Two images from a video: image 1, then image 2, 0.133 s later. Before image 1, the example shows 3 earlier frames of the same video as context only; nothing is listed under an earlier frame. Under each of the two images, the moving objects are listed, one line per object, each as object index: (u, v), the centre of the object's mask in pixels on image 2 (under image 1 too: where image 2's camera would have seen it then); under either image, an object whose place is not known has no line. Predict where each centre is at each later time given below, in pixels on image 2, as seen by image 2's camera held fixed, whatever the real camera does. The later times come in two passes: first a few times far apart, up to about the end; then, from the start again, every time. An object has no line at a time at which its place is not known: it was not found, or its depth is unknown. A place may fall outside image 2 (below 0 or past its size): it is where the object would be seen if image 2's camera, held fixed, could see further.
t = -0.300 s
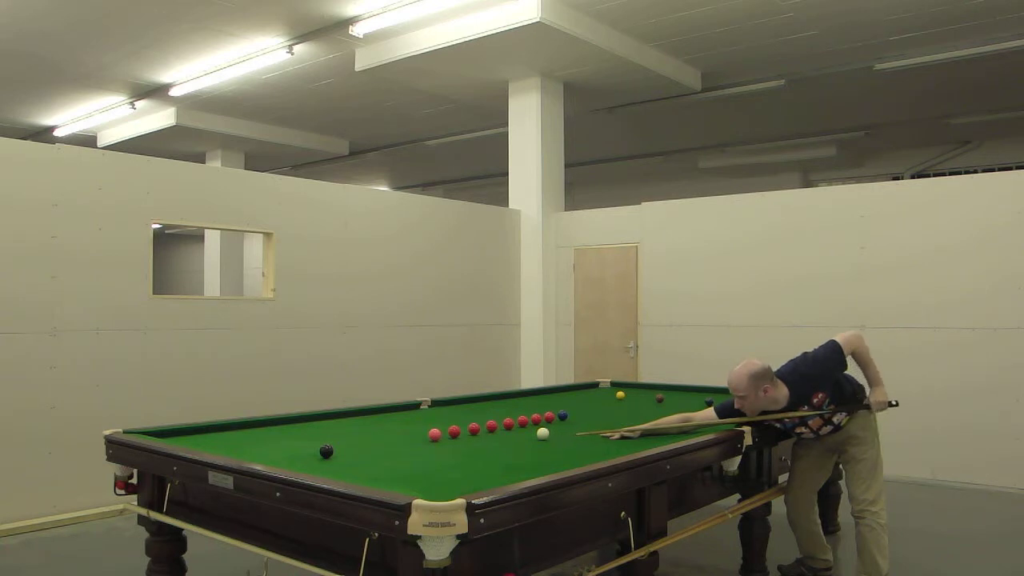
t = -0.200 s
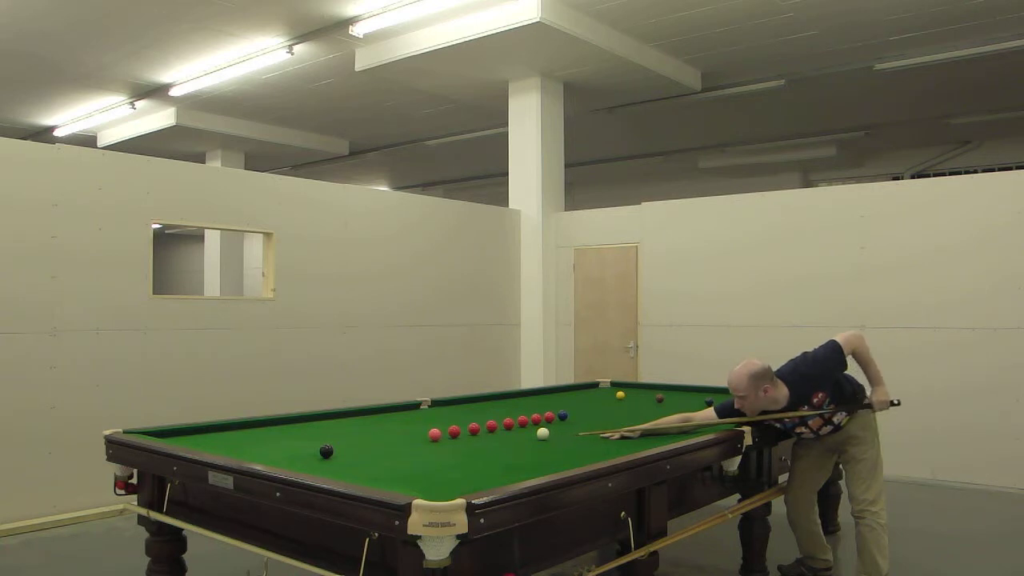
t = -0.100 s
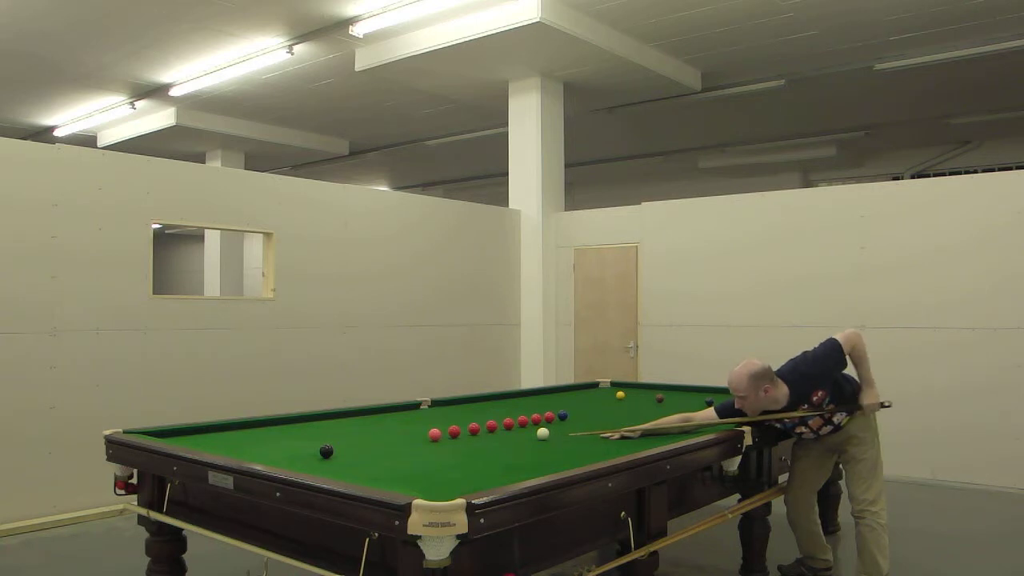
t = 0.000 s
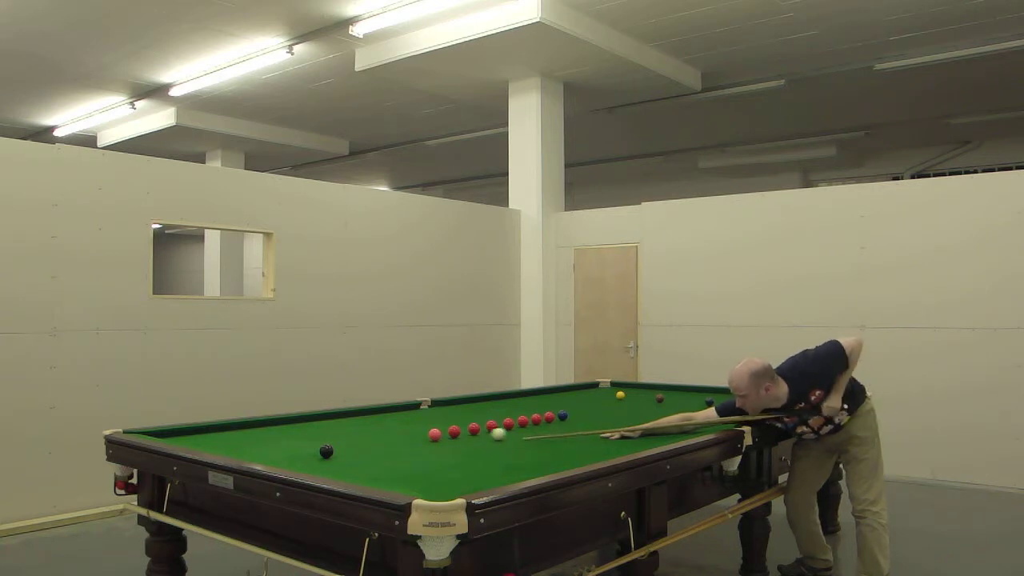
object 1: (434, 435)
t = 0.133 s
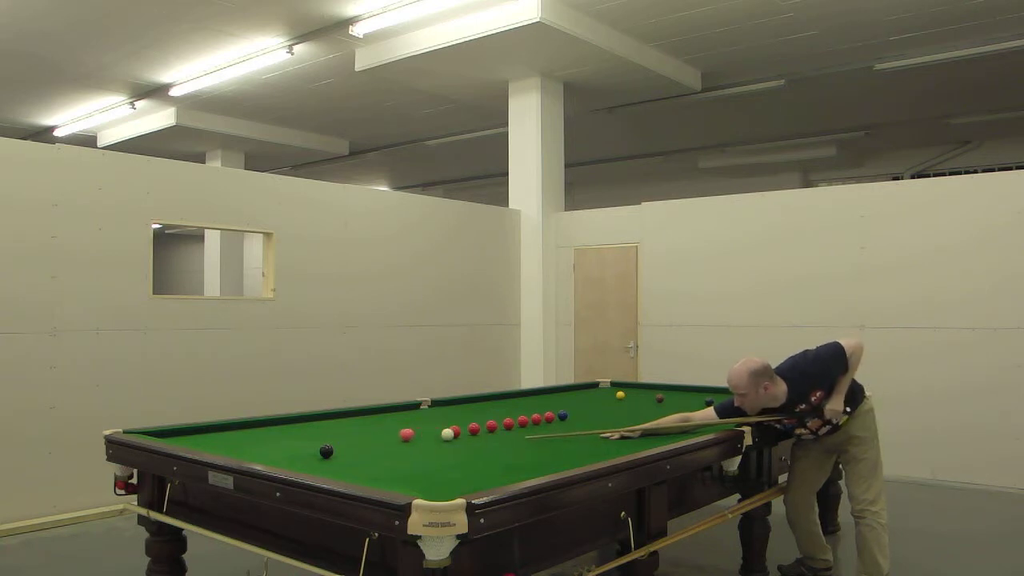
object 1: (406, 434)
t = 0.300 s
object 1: (325, 435)
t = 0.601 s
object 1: (197, 434)
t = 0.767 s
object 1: (129, 431)
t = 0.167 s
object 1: (388, 435)
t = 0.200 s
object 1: (371, 435)
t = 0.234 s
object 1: (356, 435)
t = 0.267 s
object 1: (340, 435)
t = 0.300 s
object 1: (325, 435)
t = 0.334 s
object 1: (311, 435)
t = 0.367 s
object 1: (296, 434)
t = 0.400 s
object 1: (282, 435)
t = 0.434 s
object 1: (268, 434)
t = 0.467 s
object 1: (254, 435)
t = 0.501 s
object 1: (240, 434)
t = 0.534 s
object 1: (225, 434)
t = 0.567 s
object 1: (211, 434)
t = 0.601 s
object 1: (197, 434)
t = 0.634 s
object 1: (183, 434)
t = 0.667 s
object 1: (170, 434)
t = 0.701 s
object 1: (156, 433)
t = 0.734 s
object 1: (142, 432)
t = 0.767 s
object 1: (129, 431)
